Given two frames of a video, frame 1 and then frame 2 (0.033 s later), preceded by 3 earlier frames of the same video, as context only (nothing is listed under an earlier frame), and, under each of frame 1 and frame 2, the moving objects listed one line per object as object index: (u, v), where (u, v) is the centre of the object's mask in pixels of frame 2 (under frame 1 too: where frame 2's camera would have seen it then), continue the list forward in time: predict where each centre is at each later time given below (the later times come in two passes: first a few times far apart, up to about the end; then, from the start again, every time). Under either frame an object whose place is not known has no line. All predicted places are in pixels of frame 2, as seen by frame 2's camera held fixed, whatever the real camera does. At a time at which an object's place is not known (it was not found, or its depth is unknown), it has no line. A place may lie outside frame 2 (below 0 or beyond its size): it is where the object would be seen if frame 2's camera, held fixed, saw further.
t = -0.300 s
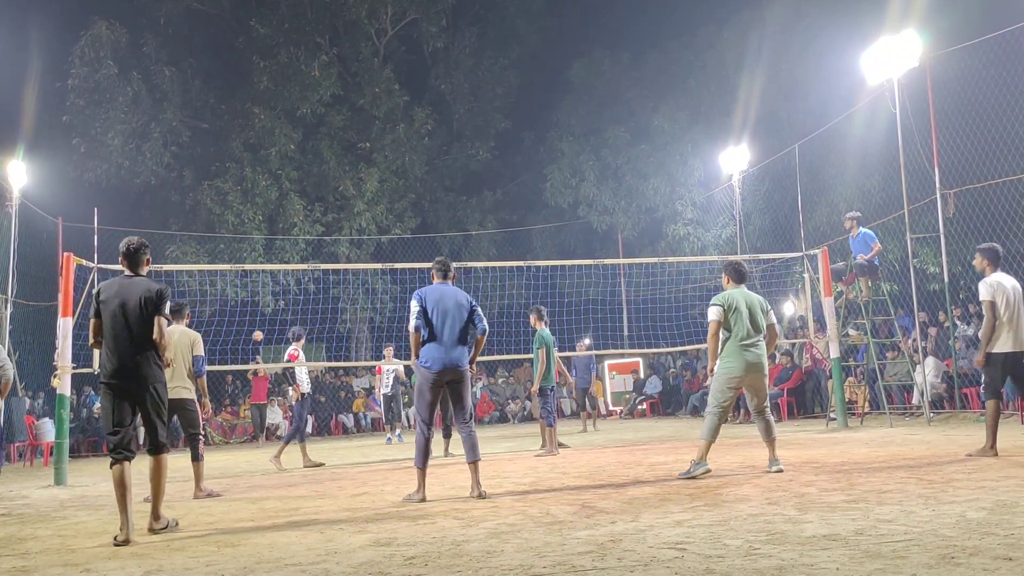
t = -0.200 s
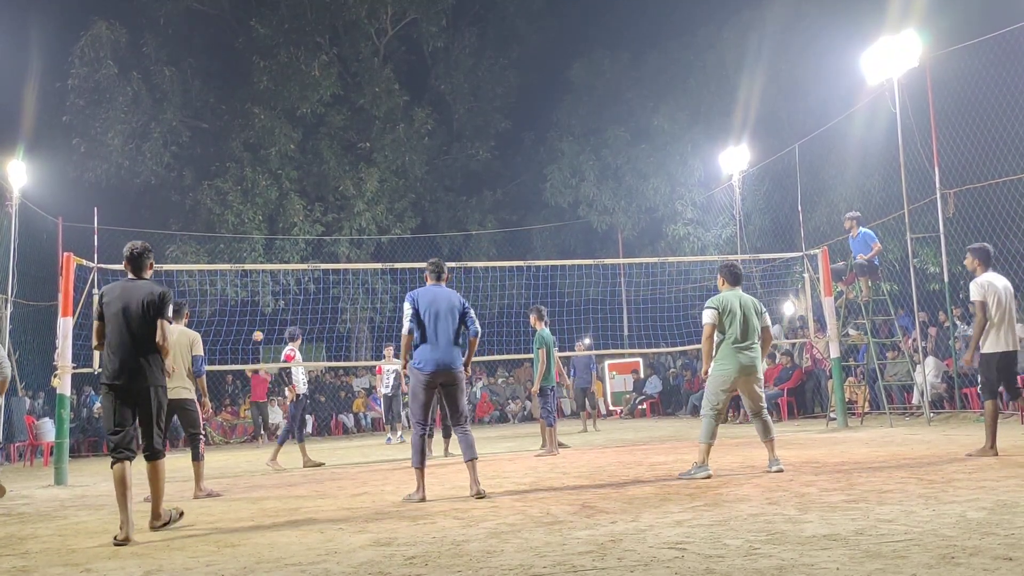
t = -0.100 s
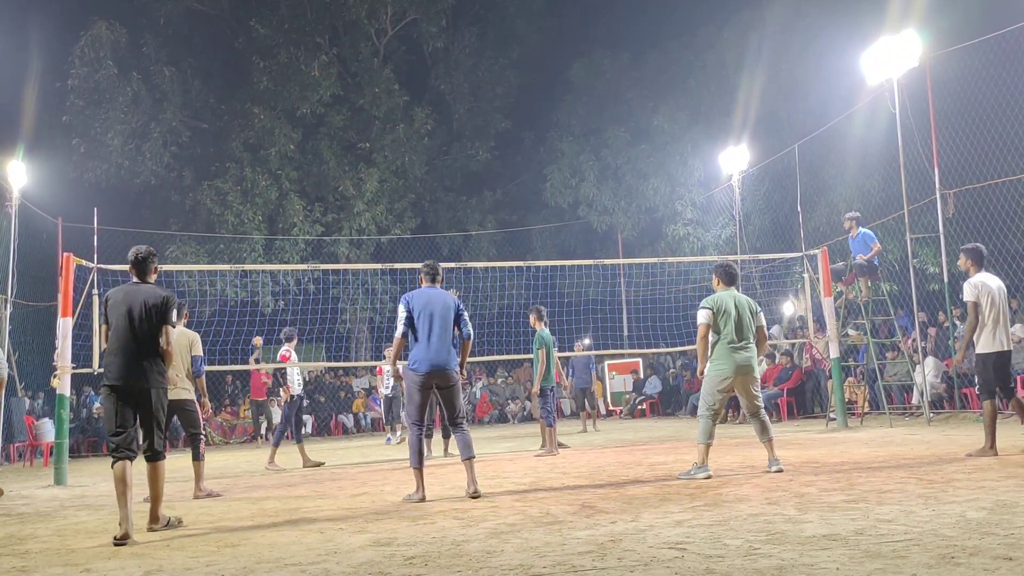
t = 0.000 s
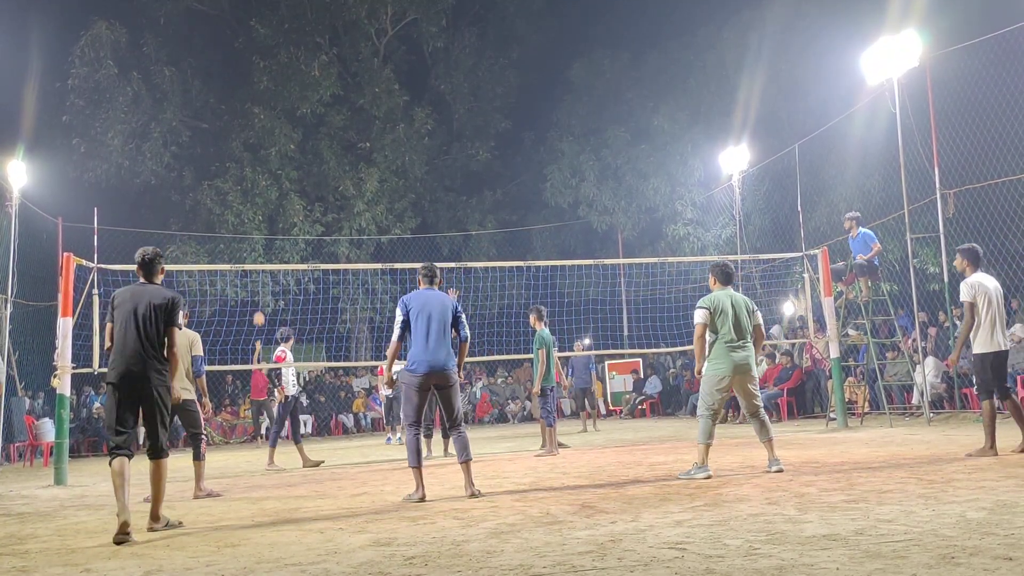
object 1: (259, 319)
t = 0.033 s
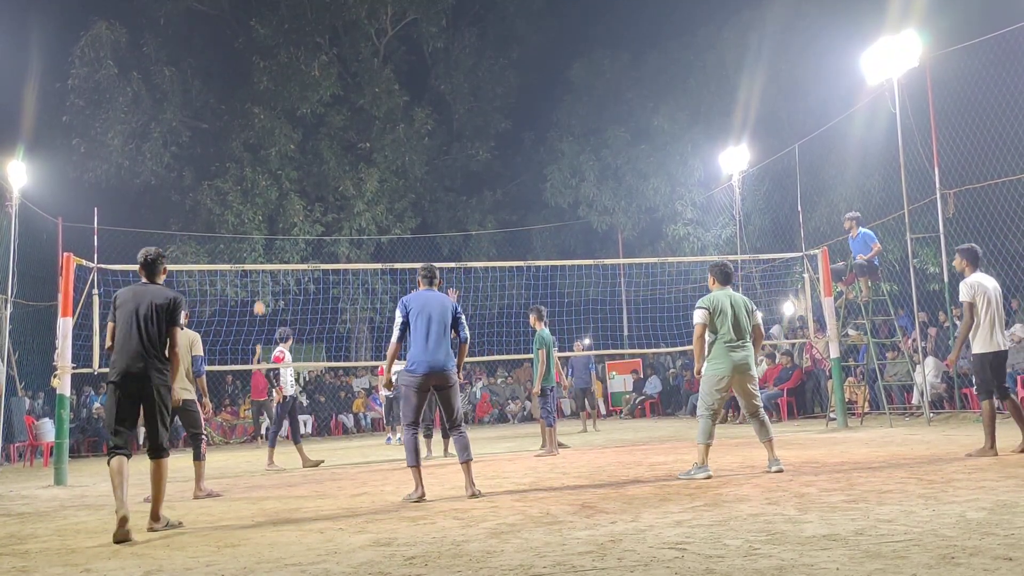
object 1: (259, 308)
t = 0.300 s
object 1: (262, 229)
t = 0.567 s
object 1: (267, 165)
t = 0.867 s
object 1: (277, 136)
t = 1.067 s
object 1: (291, 163)
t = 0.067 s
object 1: (259, 298)
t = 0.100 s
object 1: (260, 288)
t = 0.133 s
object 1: (260, 277)
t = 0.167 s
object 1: (260, 268)
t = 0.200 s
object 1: (261, 257)
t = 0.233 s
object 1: (261, 248)
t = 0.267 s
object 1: (262, 238)
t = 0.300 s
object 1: (262, 229)
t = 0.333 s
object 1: (262, 221)
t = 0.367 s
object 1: (263, 212)
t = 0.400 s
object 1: (263, 203)
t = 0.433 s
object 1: (264, 195)
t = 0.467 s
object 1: (264, 187)
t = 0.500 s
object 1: (265, 179)
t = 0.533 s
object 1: (266, 172)
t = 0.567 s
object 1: (267, 165)
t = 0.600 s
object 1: (267, 159)
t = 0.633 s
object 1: (268, 153)
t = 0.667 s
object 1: (269, 148)
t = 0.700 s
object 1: (271, 144)
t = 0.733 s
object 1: (272, 141)
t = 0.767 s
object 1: (273, 138)
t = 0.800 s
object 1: (274, 136)
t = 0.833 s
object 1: (275, 136)
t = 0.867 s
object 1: (277, 136)
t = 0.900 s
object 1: (279, 138)
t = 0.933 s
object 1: (280, 140)
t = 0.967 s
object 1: (283, 144)
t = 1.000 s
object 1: (285, 149)
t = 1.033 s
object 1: (288, 156)
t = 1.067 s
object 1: (291, 163)
